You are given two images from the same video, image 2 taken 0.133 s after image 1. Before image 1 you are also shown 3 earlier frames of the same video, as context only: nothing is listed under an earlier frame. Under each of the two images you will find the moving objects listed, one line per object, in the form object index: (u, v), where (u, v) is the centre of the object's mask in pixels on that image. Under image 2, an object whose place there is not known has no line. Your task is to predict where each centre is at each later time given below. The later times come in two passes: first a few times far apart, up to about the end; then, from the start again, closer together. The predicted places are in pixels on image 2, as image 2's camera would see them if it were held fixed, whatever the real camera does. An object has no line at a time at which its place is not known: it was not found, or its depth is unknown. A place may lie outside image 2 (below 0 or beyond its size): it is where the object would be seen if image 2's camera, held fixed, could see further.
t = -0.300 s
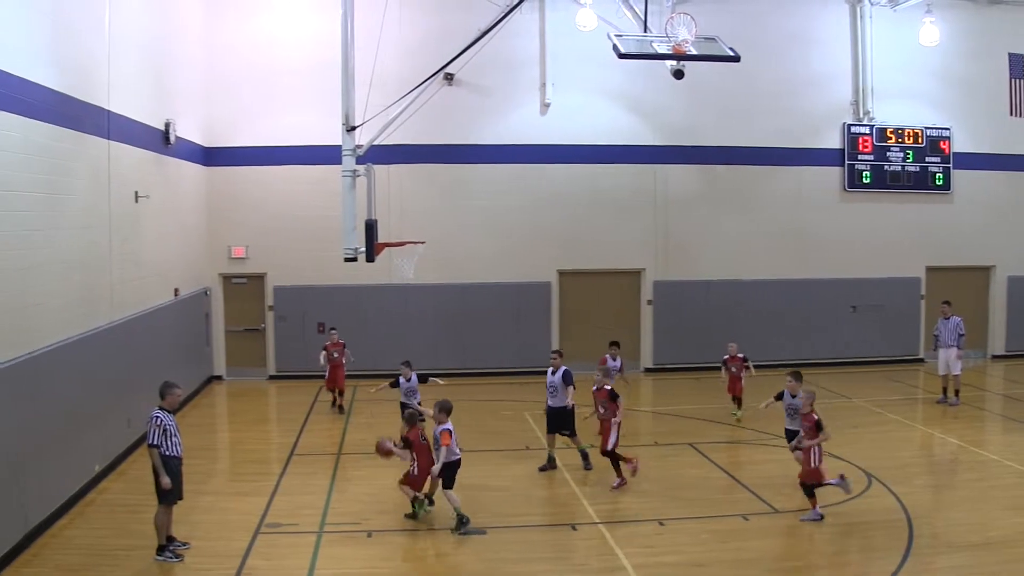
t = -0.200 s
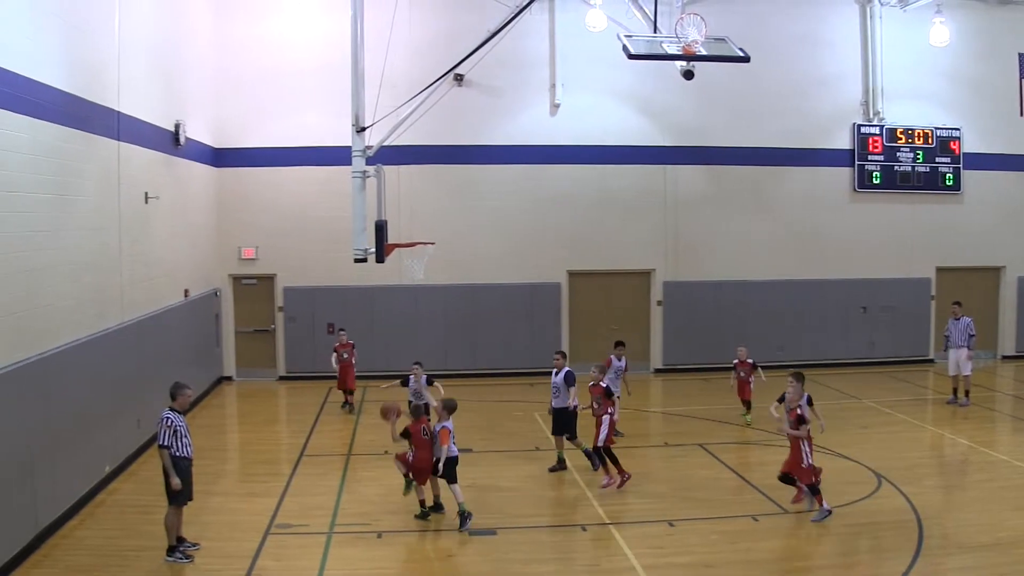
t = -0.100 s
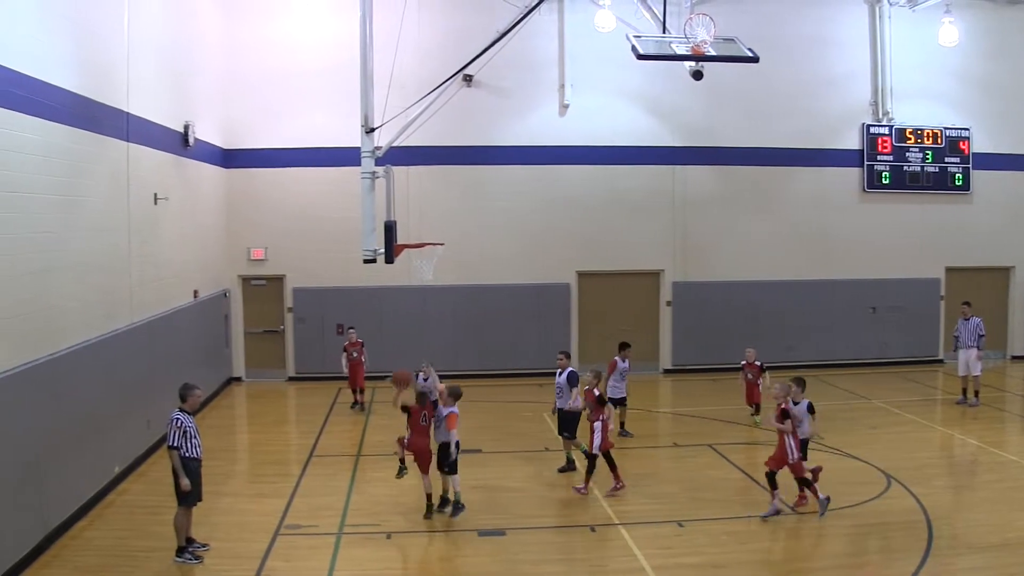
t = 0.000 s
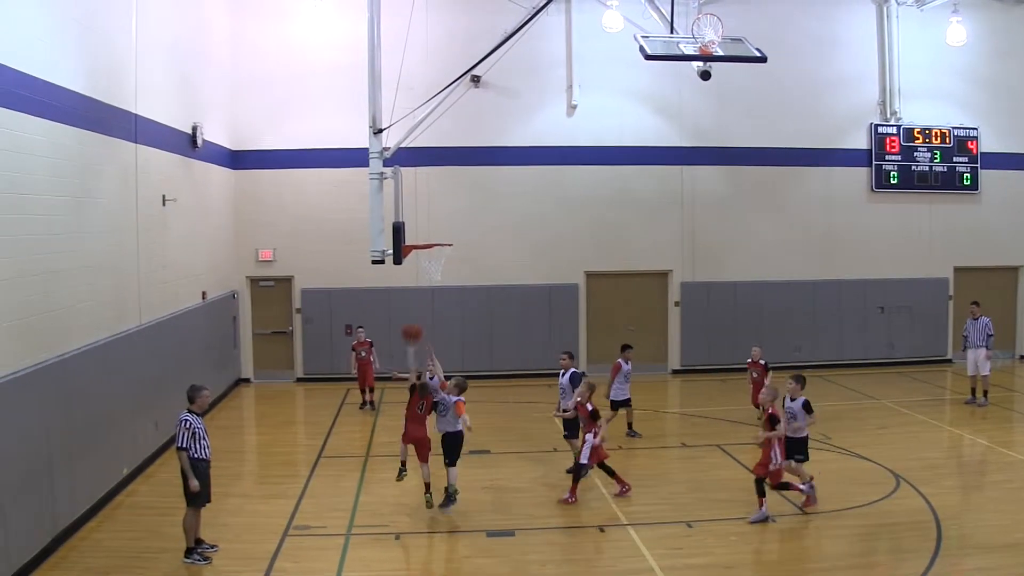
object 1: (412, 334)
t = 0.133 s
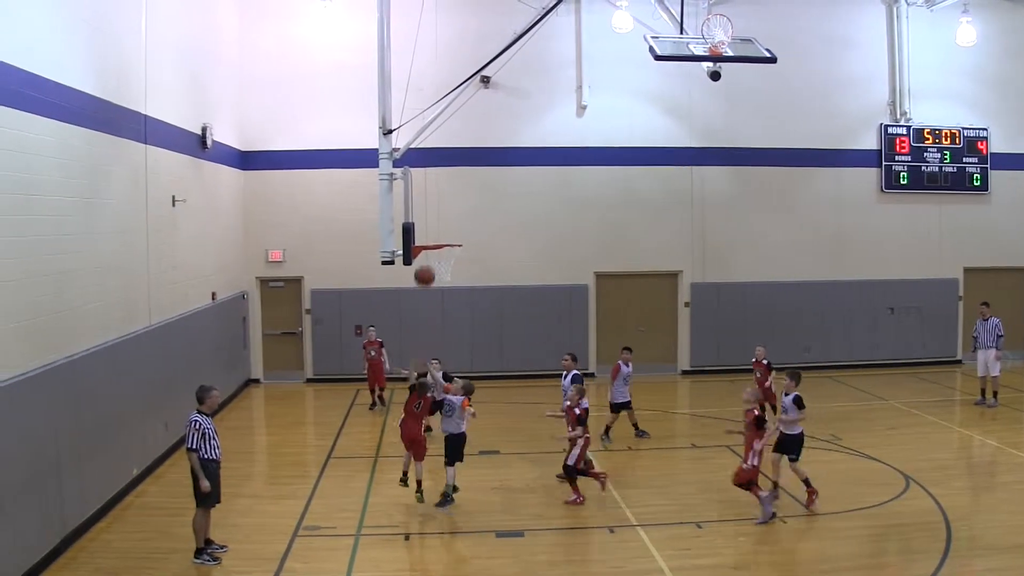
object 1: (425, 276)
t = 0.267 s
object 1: (427, 238)
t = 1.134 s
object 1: (443, 240)
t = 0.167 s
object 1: (425, 265)
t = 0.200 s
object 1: (425, 255)
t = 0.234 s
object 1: (426, 246)
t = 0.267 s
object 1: (427, 238)
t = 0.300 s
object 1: (428, 231)
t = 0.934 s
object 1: (441, 228)
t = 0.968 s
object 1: (441, 228)
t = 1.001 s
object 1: (441, 229)
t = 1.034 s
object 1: (441, 231)
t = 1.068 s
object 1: (442, 234)
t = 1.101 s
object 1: (442, 236)
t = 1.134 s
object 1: (443, 240)
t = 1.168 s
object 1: (443, 247)
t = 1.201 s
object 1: (443, 254)
